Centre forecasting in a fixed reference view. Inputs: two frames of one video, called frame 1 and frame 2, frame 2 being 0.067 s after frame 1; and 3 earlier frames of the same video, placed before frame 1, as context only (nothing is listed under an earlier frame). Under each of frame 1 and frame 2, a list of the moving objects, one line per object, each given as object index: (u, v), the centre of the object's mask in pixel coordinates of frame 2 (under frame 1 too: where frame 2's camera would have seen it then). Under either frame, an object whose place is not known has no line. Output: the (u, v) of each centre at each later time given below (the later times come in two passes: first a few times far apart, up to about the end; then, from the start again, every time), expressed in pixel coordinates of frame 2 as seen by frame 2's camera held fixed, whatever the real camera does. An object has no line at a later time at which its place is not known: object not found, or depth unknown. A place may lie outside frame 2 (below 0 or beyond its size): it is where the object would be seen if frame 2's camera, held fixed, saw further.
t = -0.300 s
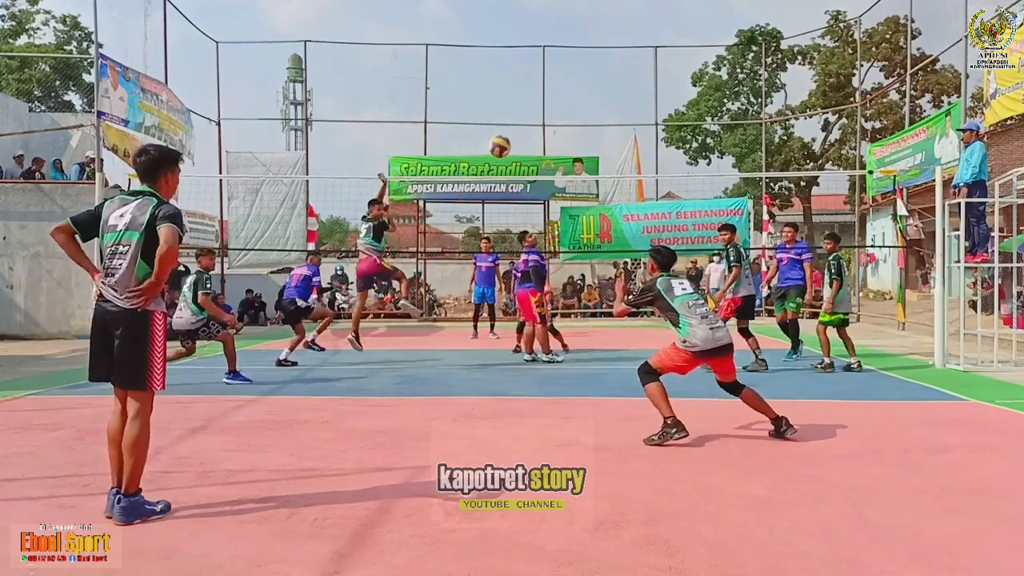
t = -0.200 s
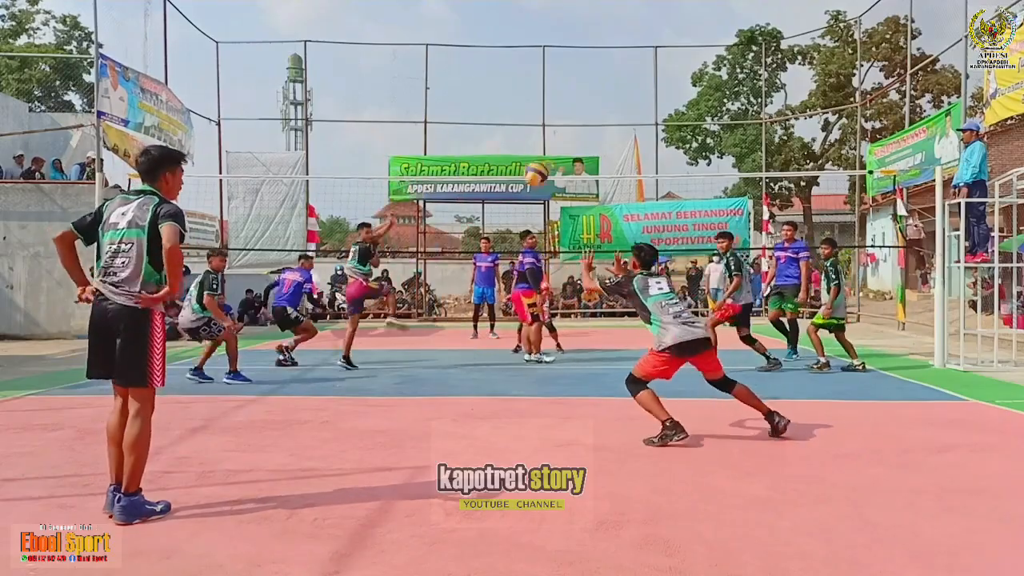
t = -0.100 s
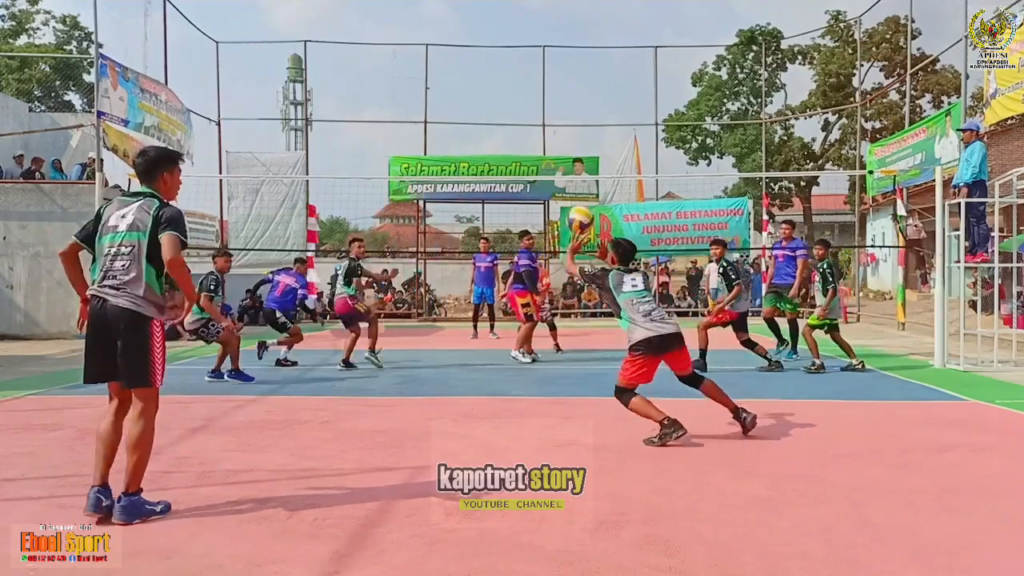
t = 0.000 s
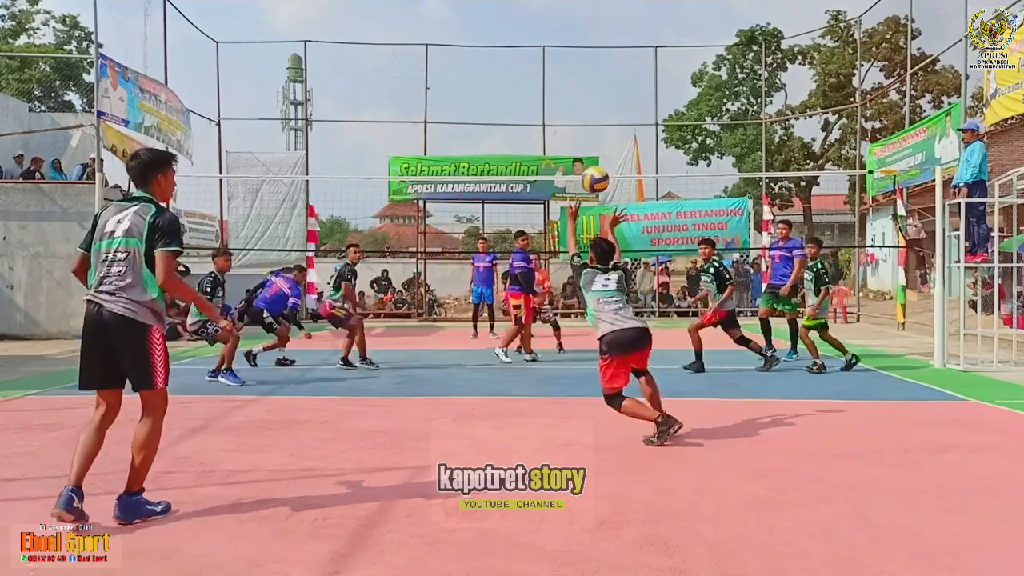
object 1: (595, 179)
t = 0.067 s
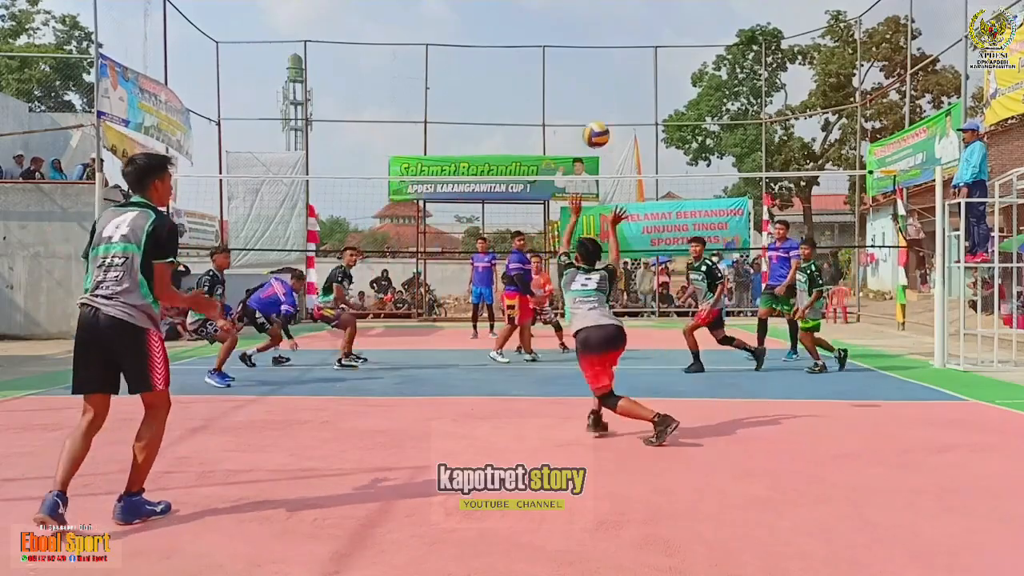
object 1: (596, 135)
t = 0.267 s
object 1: (600, 45)
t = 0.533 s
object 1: (606, 11)
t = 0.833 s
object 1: (612, 59)
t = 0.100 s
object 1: (596, 115)
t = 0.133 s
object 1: (597, 97)
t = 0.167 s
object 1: (597, 81)
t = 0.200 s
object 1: (598, 68)
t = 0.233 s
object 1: (599, 56)
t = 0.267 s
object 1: (600, 45)
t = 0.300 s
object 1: (600, 36)
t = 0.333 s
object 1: (601, 28)
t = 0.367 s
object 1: (602, 22)
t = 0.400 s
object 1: (603, 18)
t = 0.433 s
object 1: (604, 14)
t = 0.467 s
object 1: (605, 12)
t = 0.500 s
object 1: (605, 11)
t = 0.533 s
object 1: (606, 11)
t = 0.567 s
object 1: (607, 12)
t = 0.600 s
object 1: (608, 15)
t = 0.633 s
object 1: (608, 19)
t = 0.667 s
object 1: (609, 23)
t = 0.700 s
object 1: (610, 28)
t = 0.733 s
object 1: (610, 35)
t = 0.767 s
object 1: (611, 42)
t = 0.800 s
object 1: (611, 50)
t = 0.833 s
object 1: (612, 59)
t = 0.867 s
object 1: (613, 69)
